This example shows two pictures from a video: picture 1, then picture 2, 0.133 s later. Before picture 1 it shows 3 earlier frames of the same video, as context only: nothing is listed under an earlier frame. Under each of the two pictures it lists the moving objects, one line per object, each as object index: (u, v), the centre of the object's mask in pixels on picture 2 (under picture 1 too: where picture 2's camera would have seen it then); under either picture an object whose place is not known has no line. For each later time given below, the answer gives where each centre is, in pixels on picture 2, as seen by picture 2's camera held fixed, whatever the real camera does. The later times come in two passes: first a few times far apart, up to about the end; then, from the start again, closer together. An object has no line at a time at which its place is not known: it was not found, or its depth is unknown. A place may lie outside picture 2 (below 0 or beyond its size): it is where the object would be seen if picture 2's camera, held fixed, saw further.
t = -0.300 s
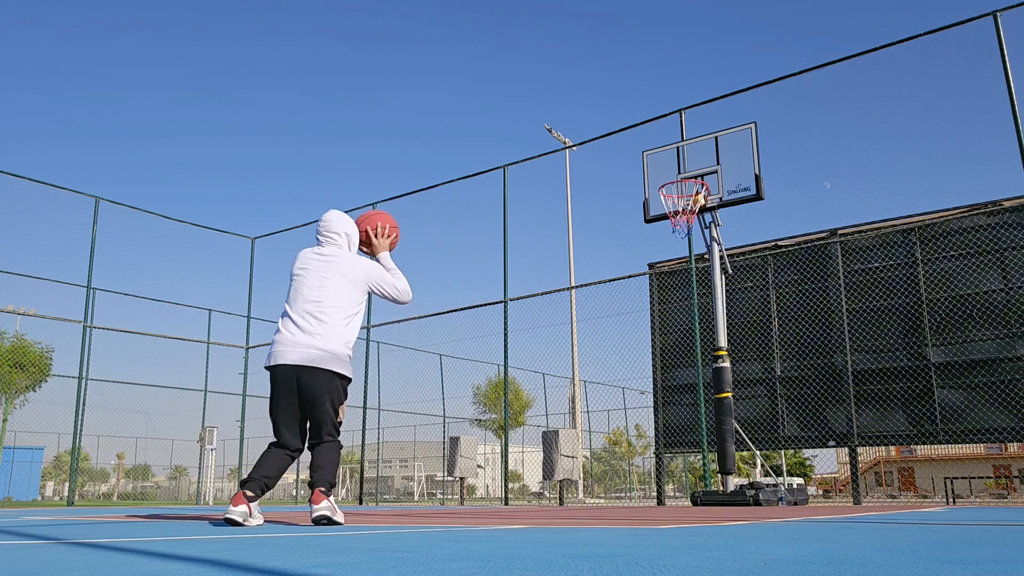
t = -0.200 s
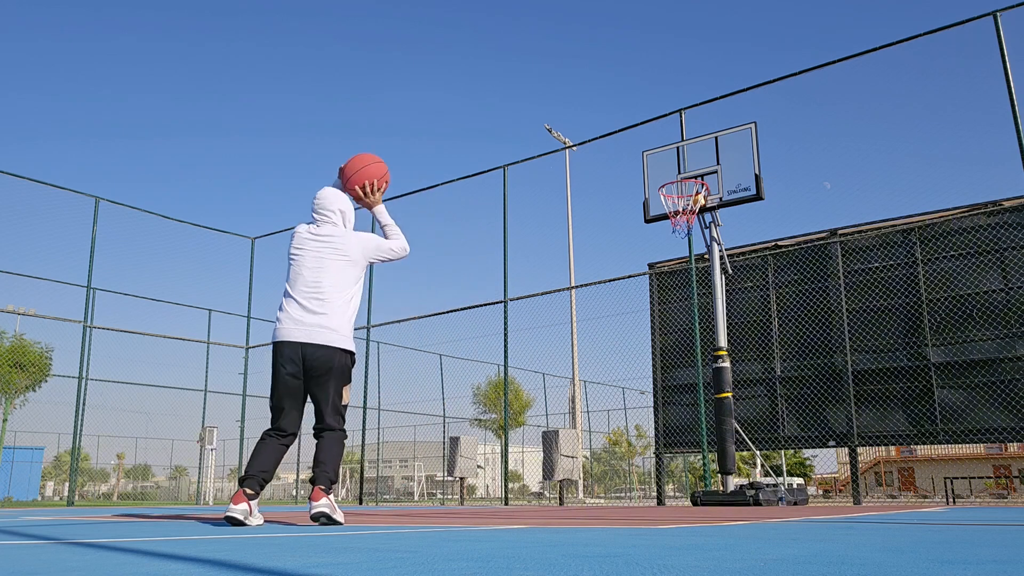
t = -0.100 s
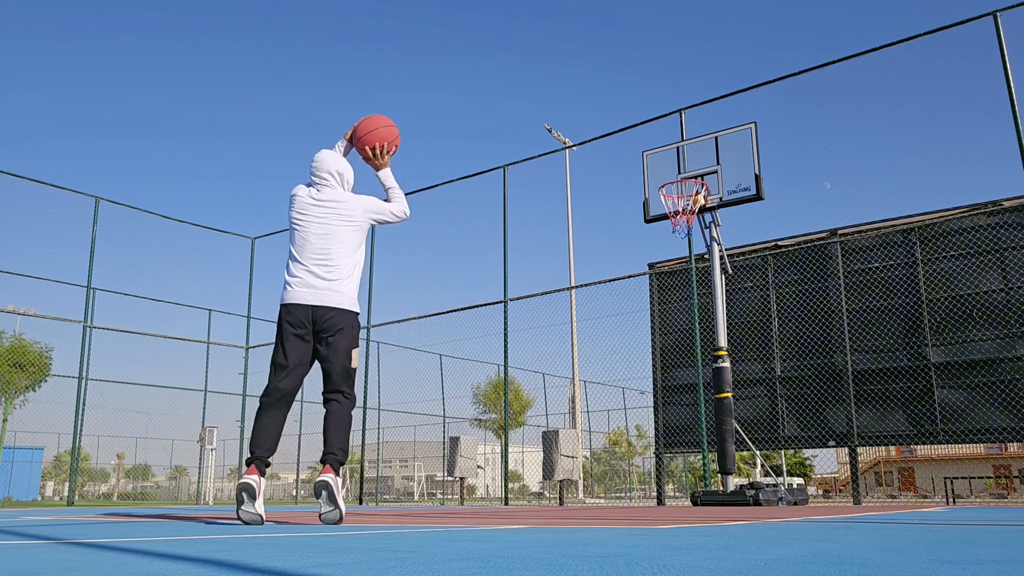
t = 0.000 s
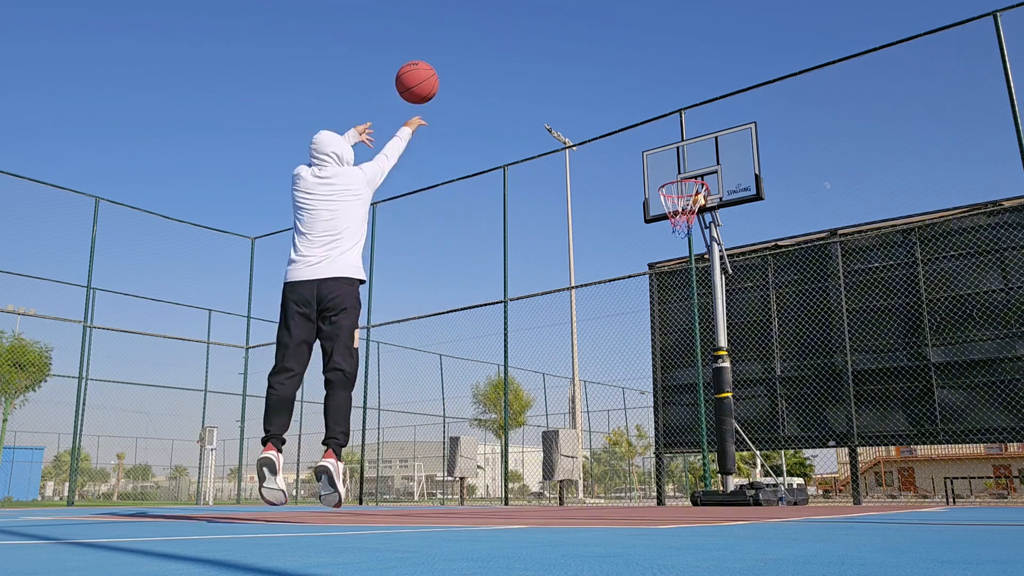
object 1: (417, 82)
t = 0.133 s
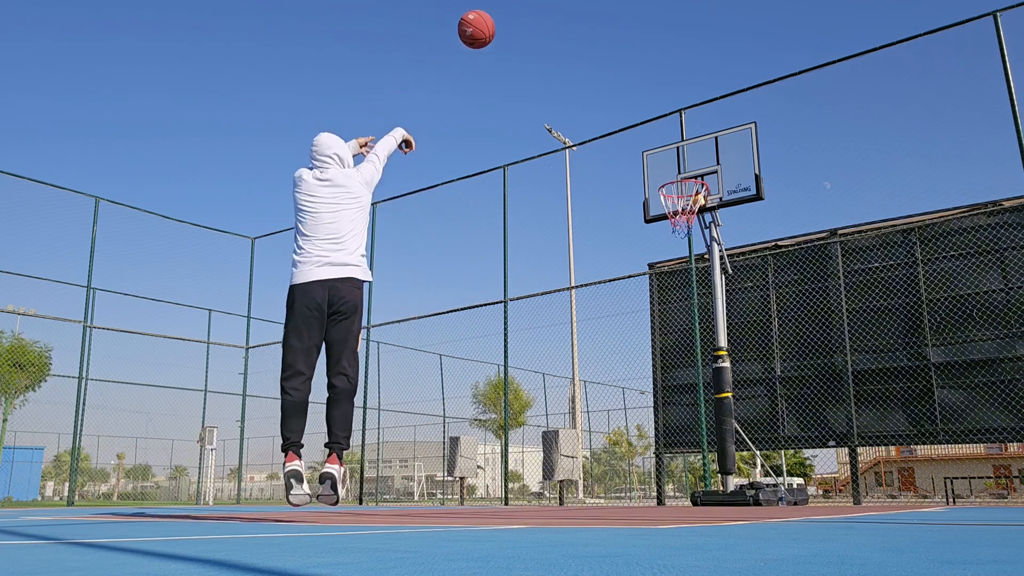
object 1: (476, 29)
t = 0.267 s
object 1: (523, 12)
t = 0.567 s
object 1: (601, 40)
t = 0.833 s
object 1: (653, 130)
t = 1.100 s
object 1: (687, 208)
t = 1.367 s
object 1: (691, 236)
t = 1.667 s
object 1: (687, 339)
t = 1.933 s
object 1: (682, 479)
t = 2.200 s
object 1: (644, 352)
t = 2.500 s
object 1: (607, 305)
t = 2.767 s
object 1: (579, 338)
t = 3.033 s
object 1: (551, 444)
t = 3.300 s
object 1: (525, 419)
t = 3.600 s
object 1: (500, 360)
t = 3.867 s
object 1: (479, 382)
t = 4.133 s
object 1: (457, 475)
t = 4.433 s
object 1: (430, 417)
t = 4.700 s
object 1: (406, 400)
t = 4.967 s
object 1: (380, 453)
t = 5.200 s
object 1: (359, 461)
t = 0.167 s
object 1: (489, 21)
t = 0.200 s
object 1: (501, 16)
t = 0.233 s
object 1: (512, 13)
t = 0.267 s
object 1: (523, 12)
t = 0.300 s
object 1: (533, 11)
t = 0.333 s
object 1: (543, 11)
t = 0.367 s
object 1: (552, 11)
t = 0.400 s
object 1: (561, 13)
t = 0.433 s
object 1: (569, 16)
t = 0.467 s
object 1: (577, 20)
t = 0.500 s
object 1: (585, 26)
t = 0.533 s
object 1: (593, 33)
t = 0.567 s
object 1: (601, 40)
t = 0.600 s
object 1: (608, 49)
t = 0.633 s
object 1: (615, 58)
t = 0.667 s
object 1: (621, 68)
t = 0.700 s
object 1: (628, 79)
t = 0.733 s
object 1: (635, 91)
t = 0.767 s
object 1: (641, 103)
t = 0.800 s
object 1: (647, 116)
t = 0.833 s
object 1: (653, 130)
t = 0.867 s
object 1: (659, 145)
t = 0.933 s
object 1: (670, 174)
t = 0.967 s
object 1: (675, 182)
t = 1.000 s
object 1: (680, 190)
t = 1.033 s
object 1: (683, 196)
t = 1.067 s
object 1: (686, 203)
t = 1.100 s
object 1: (687, 208)
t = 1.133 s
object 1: (691, 212)
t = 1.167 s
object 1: (692, 216)
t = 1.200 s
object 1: (694, 218)
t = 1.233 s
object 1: (695, 222)
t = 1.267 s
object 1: (693, 224)
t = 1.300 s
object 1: (693, 227)
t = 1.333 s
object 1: (692, 230)
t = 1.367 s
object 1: (691, 236)
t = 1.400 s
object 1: (690, 243)
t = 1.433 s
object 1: (690, 250)
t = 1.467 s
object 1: (689, 260)
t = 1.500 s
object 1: (689, 269)
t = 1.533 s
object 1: (688, 281)
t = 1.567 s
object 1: (688, 294)
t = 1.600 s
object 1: (687, 308)
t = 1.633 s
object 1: (687, 323)
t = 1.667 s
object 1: (687, 339)
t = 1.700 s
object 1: (687, 357)
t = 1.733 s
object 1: (687, 376)
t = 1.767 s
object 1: (686, 397)
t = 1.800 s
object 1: (687, 420)
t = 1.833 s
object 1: (687, 443)
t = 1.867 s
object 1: (687, 469)
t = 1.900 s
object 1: (687, 495)
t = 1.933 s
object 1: (682, 479)
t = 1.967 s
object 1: (677, 458)
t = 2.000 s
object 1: (672, 439)
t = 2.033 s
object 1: (668, 421)
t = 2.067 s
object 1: (662, 404)
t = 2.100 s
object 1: (658, 389)
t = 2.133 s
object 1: (653, 375)
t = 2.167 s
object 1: (648, 363)
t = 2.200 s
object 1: (644, 352)
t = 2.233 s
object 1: (639, 342)
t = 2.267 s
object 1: (635, 333)
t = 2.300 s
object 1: (631, 326)
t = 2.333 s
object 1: (627, 319)
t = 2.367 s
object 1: (623, 314)
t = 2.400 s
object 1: (619, 310)
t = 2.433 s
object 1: (615, 307)
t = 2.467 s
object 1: (611, 305)
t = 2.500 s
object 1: (607, 305)
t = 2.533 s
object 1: (604, 305)
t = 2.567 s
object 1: (600, 307)
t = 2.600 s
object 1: (596, 309)
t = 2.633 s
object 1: (593, 313)
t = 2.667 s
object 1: (589, 318)
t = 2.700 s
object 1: (585, 323)
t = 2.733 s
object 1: (582, 330)
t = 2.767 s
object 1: (579, 338)
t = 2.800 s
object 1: (575, 347)
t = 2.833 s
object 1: (571, 358)
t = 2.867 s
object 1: (568, 369)
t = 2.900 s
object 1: (564, 382)
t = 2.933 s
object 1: (561, 396)
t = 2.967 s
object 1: (558, 411)
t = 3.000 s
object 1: (554, 427)
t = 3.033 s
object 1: (551, 444)
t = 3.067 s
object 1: (547, 463)
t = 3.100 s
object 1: (543, 484)
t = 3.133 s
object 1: (540, 494)
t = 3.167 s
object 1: (537, 476)
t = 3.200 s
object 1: (534, 460)
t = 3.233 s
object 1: (531, 445)
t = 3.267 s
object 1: (528, 431)
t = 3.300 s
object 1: (525, 419)
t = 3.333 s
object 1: (523, 408)
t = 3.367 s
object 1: (520, 398)
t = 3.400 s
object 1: (517, 389)
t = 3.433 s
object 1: (514, 382)
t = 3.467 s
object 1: (511, 375)
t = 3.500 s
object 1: (508, 370)
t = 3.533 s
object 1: (506, 366)
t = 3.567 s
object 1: (503, 362)
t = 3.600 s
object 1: (500, 360)
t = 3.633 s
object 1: (498, 359)
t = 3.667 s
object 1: (495, 359)
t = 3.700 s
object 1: (492, 360)
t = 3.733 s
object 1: (490, 363)
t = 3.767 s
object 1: (487, 366)
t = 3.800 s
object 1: (485, 370)
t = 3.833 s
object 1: (482, 375)
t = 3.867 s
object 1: (479, 382)
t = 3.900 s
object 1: (476, 389)
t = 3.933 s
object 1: (474, 398)
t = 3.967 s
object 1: (471, 408)
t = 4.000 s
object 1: (468, 419)
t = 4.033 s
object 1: (466, 431)
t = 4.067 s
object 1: (462, 445)
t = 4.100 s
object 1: (460, 460)
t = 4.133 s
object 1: (457, 475)
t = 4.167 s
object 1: (454, 492)
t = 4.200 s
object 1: (451, 489)
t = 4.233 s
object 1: (448, 475)
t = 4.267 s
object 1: (445, 463)
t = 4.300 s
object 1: (442, 451)
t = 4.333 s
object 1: (439, 441)
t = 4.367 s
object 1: (436, 431)
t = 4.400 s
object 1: (433, 423)
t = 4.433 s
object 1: (430, 417)
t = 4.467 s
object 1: (427, 411)
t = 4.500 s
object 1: (424, 406)
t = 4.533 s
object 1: (420, 402)
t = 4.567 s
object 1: (418, 400)
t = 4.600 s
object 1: (415, 398)
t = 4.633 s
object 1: (411, 398)
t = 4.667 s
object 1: (408, 399)
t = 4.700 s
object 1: (406, 400)
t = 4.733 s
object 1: (403, 403)
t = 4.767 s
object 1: (400, 407)
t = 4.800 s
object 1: (396, 412)
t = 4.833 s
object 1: (393, 418)
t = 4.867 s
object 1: (390, 425)
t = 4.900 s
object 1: (387, 434)
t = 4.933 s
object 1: (383, 443)
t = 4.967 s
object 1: (380, 453)
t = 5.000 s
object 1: (377, 465)
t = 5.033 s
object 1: (373, 478)
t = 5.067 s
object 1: (370, 491)
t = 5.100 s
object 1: (367, 492)
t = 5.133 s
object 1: (364, 481)
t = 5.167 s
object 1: (361, 470)
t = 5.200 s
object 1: (359, 461)
